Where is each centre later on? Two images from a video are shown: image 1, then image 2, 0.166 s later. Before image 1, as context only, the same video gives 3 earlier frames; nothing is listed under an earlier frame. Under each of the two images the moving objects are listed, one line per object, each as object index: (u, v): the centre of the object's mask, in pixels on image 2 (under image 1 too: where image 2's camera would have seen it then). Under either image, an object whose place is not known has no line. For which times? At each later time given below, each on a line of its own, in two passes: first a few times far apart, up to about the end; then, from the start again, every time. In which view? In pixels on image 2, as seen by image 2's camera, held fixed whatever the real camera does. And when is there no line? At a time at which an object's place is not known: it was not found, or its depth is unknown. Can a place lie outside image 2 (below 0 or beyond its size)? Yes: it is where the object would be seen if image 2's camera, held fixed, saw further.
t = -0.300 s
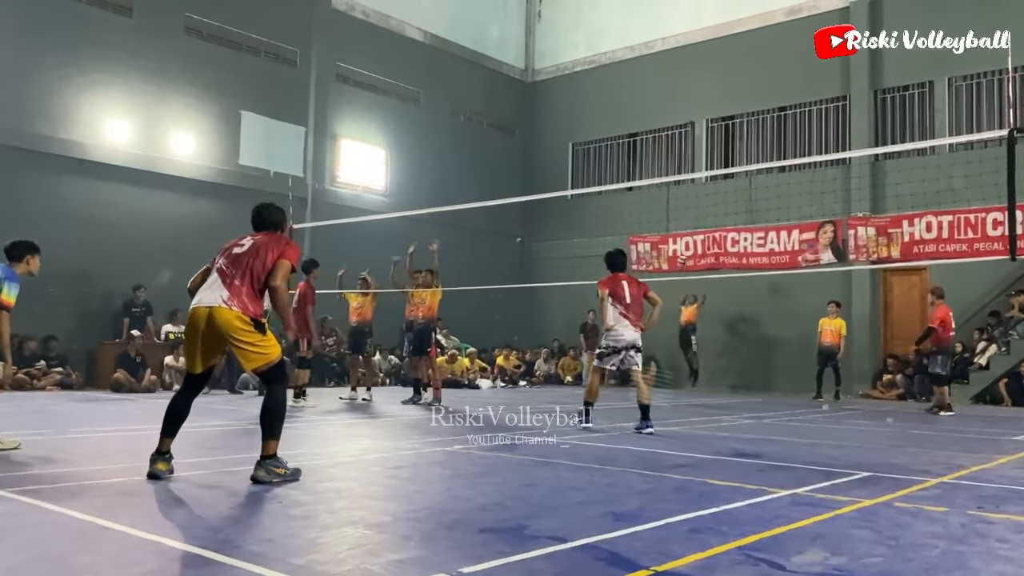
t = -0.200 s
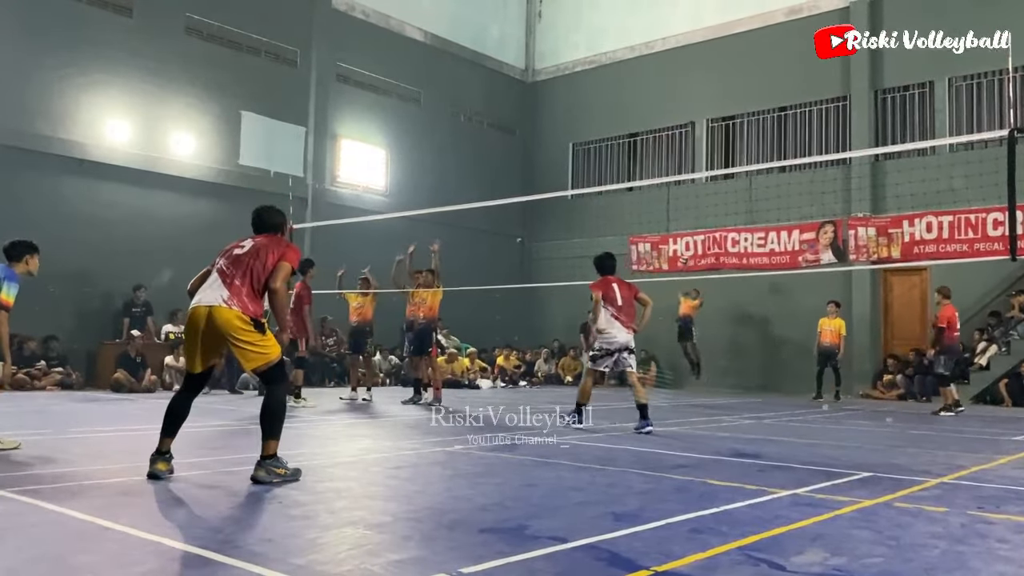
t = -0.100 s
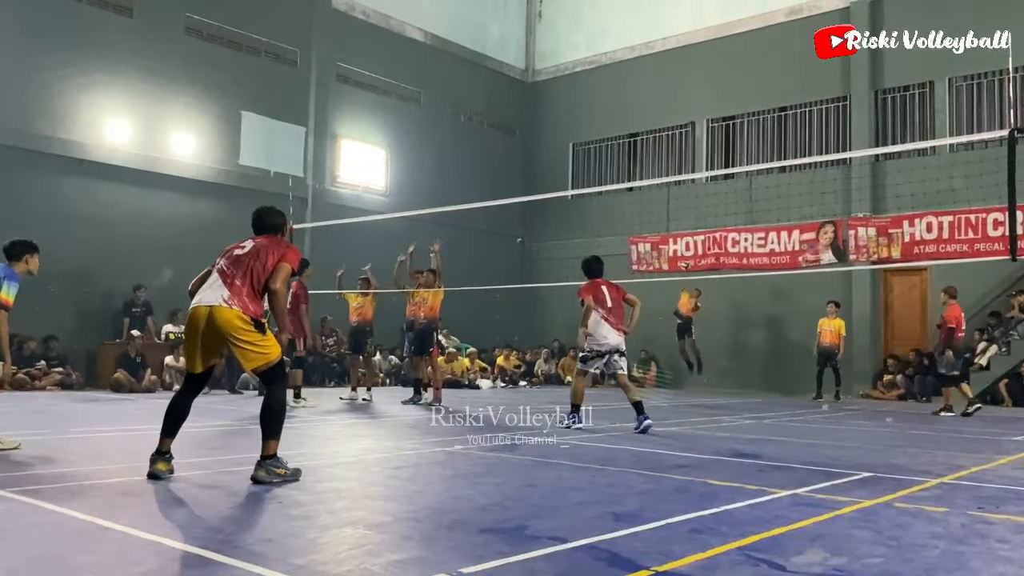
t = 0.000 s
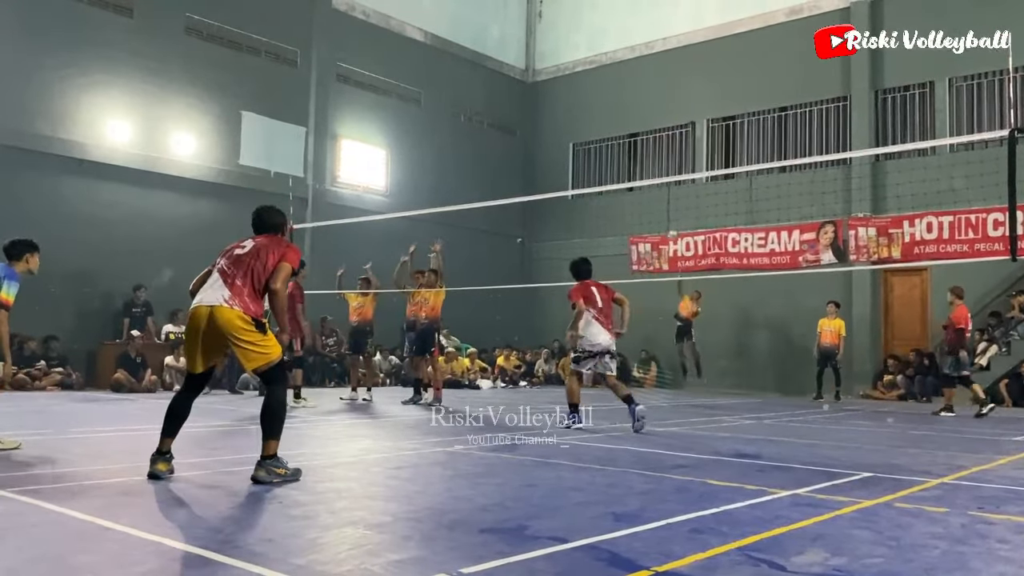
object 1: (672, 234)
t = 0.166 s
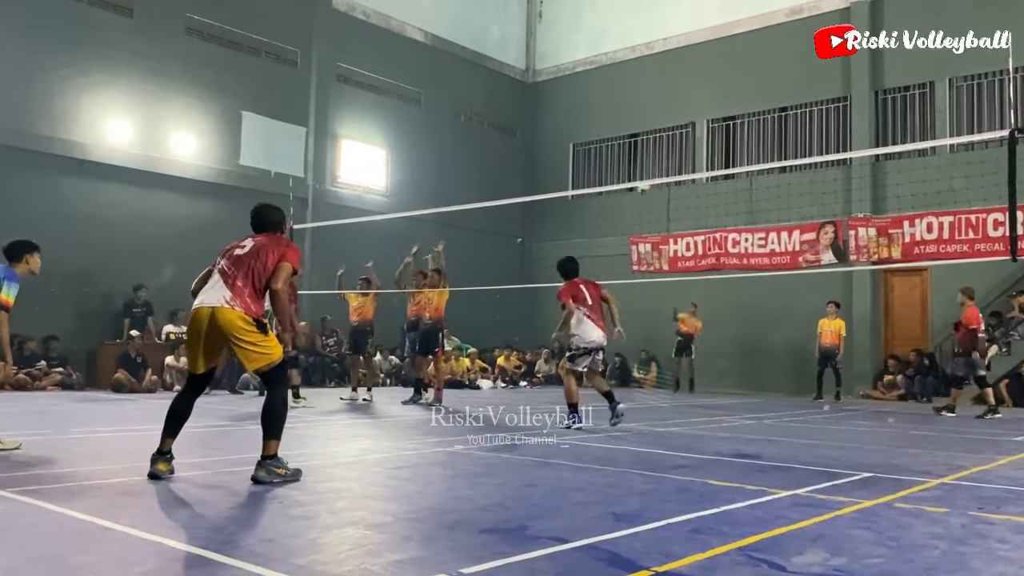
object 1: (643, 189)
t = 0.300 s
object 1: (616, 153)
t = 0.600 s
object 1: (523, 102)
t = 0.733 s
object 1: (461, 95)
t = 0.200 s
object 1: (637, 177)
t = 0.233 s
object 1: (630, 171)
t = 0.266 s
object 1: (623, 161)
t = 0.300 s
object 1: (616, 153)
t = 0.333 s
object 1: (608, 145)
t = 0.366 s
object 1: (599, 137)
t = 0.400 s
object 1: (590, 130)
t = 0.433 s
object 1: (581, 124)
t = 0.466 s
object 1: (570, 118)
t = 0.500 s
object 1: (559, 113)
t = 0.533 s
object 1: (548, 108)
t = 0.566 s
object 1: (536, 105)
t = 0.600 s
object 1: (523, 102)
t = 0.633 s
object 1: (509, 99)
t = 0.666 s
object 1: (494, 97)
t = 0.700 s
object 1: (478, 96)
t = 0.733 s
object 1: (461, 95)
